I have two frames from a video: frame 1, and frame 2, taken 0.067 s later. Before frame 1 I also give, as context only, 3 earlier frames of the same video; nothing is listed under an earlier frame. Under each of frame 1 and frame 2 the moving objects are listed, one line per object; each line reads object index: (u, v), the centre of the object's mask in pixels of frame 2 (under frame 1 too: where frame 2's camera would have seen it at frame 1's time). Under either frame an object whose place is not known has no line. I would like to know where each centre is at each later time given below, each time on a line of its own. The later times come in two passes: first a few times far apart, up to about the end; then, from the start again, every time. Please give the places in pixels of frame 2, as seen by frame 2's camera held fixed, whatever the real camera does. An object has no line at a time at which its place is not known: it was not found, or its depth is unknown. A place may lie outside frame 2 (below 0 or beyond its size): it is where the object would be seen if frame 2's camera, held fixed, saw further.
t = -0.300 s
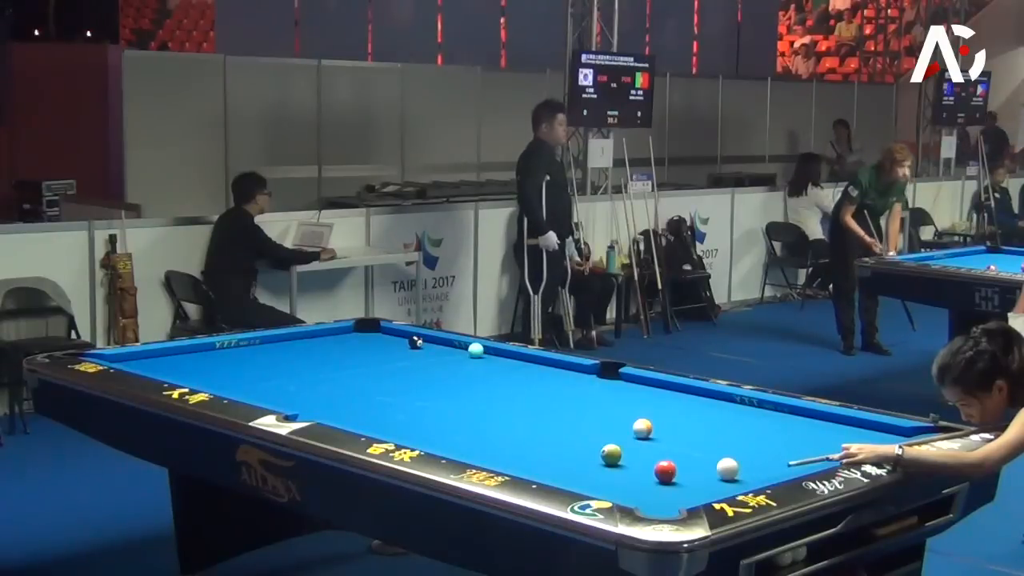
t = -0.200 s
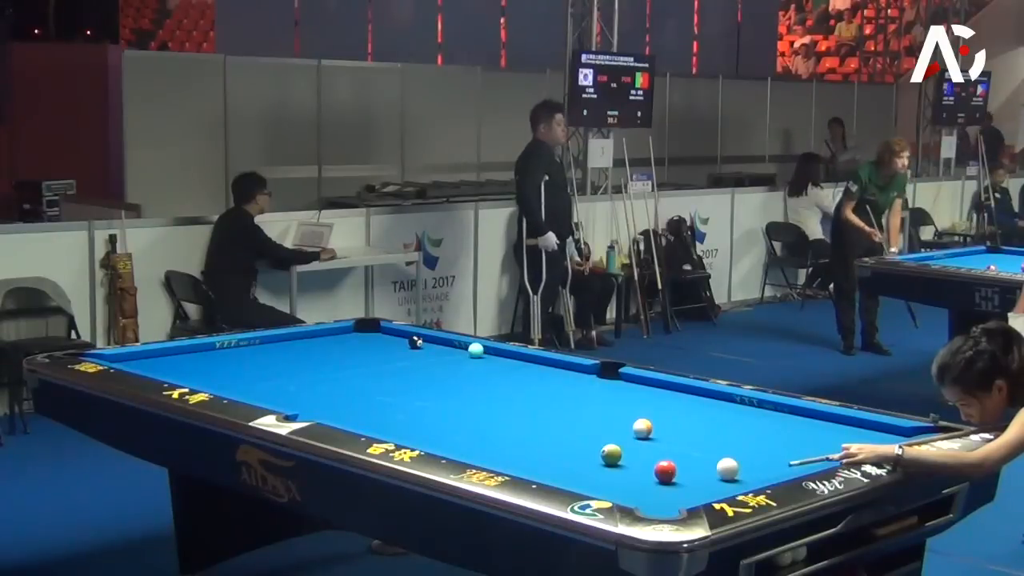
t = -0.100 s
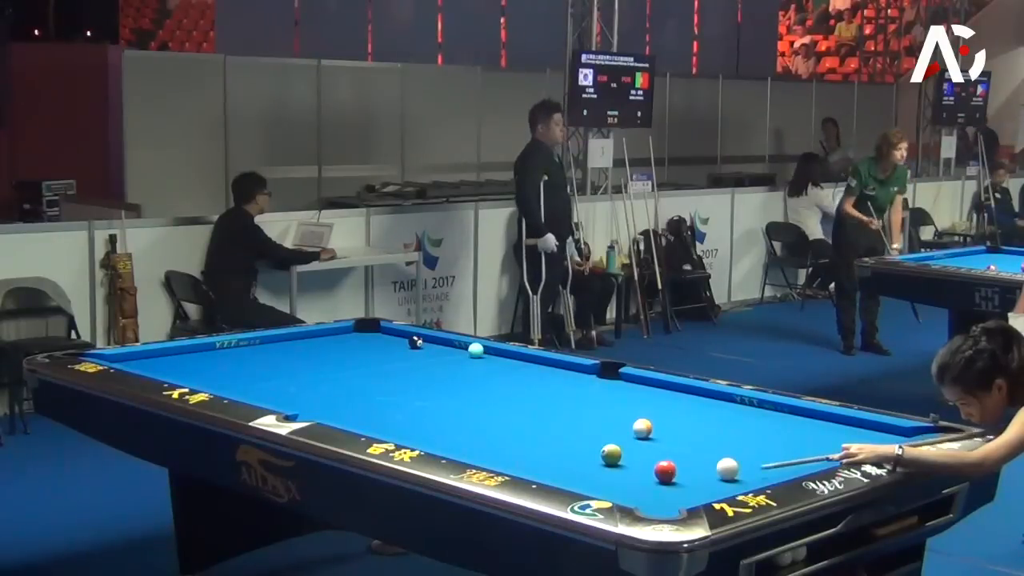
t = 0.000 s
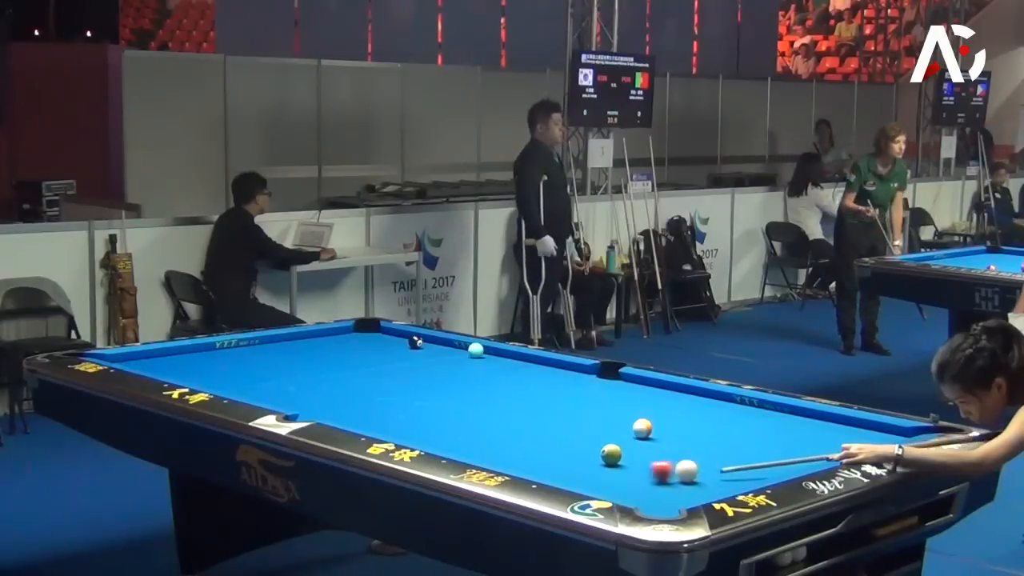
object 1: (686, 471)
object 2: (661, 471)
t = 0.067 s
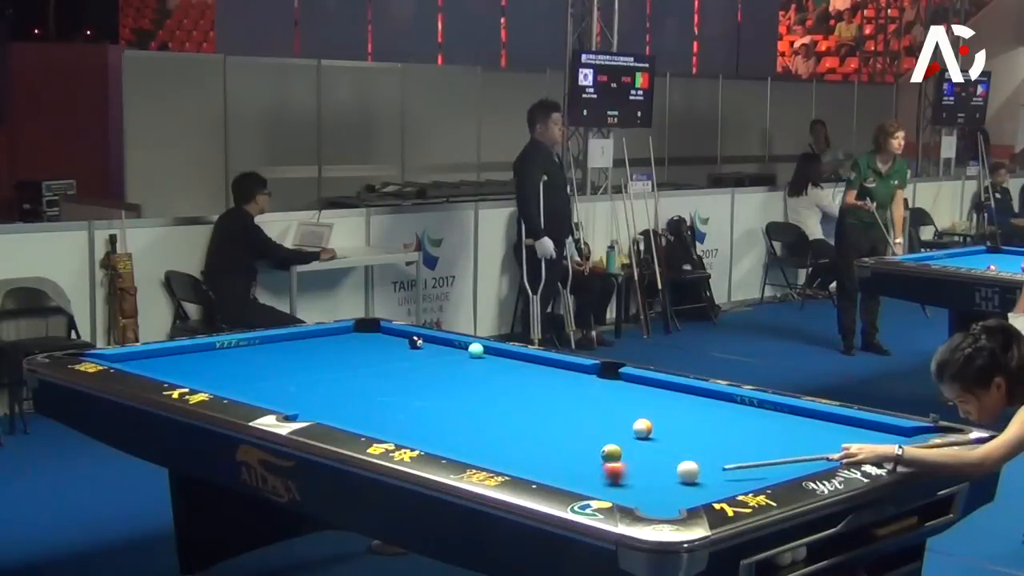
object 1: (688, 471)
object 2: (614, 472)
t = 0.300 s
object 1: (694, 473)
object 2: (538, 464)
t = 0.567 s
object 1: (701, 475)
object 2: (552, 445)
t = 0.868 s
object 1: (706, 476)
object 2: (564, 426)
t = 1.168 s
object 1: (711, 477)
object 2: (574, 409)
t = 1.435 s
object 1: (713, 478)
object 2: (583, 396)
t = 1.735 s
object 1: (714, 478)
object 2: (592, 384)
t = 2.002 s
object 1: (714, 478)
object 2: (599, 373)
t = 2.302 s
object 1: (713, 478)
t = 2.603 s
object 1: (714, 478)
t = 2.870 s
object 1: (714, 478)
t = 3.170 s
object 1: (714, 478)
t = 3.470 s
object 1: (714, 478)
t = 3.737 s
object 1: (714, 478)
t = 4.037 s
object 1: (714, 478)
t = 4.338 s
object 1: (714, 478)
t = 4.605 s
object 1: (714, 478)
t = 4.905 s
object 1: (714, 478)
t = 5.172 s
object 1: (714, 478)
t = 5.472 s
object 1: (714, 478)
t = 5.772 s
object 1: (714, 478)
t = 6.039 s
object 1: (714, 478)
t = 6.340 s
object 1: (714, 478)
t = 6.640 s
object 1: (714, 478)
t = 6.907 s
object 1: (714, 478)
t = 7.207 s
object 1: (714, 478)
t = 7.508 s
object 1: (714, 478)
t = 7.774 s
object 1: (714, 478)
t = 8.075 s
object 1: (714, 478)
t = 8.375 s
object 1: (714, 478)
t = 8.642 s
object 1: (714, 478)
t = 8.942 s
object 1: (714, 478)
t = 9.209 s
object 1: (714, 478)
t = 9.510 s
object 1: (714, 478)
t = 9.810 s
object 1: (714, 478)
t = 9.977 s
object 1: (714, 478)
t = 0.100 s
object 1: (689, 472)
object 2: (591, 473)
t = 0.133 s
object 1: (690, 472)
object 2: (569, 473)
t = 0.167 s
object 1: (691, 472)
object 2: (548, 471)
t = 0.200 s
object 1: (691, 472)
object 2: (529, 469)
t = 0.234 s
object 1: (692, 473)
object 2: (532, 468)
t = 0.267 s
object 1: (693, 473)
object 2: (535, 466)
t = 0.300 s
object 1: (694, 473)
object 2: (538, 464)
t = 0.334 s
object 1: (695, 473)
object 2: (541, 462)
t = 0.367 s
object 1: (696, 474)
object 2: (543, 459)
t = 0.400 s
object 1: (697, 474)
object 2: (545, 457)
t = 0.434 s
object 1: (698, 474)
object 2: (546, 454)
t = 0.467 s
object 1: (699, 474)
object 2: (548, 452)
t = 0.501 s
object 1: (699, 475)
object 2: (549, 450)
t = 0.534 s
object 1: (700, 475)
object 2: (551, 447)
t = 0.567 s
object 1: (701, 475)
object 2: (552, 445)
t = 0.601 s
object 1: (701, 475)
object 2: (553, 443)
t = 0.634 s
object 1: (702, 475)
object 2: (555, 440)
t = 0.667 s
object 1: (703, 475)
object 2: (556, 438)
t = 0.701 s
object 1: (703, 476)
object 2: (557, 436)
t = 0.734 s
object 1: (704, 476)
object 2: (559, 434)
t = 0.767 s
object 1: (705, 476)
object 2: (560, 432)
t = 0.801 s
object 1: (705, 476)
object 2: (561, 430)
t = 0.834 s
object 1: (706, 476)
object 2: (562, 428)
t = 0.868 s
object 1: (706, 476)
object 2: (564, 426)
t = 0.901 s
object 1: (707, 477)
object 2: (565, 424)
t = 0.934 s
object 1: (708, 477)
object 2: (566, 422)
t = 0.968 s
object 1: (708, 477)
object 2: (567, 420)
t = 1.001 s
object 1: (709, 477)
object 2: (569, 418)
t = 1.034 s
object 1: (709, 477)
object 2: (570, 416)
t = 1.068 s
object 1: (710, 477)
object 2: (571, 414)
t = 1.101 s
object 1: (710, 477)
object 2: (572, 413)
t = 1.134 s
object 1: (710, 477)
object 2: (573, 411)
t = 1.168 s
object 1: (711, 477)
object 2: (574, 409)
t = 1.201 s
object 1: (711, 477)
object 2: (576, 408)
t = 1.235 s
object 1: (711, 477)
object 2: (577, 406)
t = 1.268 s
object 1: (712, 477)
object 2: (578, 404)
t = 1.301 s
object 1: (712, 477)
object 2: (579, 402)
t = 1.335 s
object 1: (713, 478)
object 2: (580, 401)
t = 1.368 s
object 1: (713, 478)
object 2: (581, 399)
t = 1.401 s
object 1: (713, 478)
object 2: (582, 398)
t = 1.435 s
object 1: (713, 478)
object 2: (583, 396)
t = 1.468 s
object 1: (713, 478)
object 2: (584, 395)
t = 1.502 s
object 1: (713, 478)
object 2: (585, 393)
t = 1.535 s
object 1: (714, 478)
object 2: (586, 392)
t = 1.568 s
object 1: (714, 478)
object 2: (587, 390)
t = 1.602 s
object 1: (714, 478)
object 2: (588, 389)
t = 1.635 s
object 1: (714, 478)
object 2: (589, 388)
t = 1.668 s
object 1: (714, 478)
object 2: (590, 386)
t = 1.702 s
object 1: (714, 478)
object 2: (591, 385)
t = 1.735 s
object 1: (714, 478)
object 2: (592, 384)
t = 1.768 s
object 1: (714, 478)
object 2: (593, 382)
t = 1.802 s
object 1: (714, 478)
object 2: (594, 381)
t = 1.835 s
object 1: (714, 478)
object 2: (595, 380)
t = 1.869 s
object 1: (714, 478)
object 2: (596, 378)
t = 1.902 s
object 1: (714, 478)
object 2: (597, 377)
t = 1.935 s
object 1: (714, 478)
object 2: (597, 376)
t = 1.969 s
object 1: (714, 478)
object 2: (598, 375)
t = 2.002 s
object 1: (714, 478)
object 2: (599, 373)
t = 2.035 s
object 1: (714, 478)
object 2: (600, 372)
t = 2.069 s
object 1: (714, 478)
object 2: (601, 371)
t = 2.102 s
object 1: (714, 478)
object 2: (602, 370)
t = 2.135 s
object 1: (714, 478)
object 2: (602, 370)
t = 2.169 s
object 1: (714, 478)
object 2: (603, 372)
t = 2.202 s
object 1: (714, 478)
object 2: (605, 376)
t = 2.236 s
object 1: (714, 478)
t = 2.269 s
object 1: (714, 478)
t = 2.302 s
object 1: (713, 478)
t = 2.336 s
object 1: (714, 478)
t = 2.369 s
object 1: (714, 478)
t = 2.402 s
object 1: (714, 478)
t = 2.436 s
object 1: (714, 478)
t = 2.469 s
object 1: (714, 478)
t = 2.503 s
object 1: (714, 478)
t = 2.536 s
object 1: (714, 478)
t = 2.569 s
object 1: (714, 478)
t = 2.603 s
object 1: (714, 478)
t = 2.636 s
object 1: (714, 478)
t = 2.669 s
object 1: (714, 478)
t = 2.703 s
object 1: (714, 478)
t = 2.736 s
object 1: (714, 478)
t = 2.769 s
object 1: (714, 478)
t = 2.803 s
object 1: (714, 478)
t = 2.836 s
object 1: (713, 478)
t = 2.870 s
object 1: (714, 478)
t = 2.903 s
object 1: (714, 478)
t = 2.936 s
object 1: (714, 478)
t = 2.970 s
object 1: (714, 478)
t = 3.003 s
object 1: (714, 478)
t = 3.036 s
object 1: (714, 478)
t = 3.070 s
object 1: (714, 478)
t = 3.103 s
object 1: (714, 478)
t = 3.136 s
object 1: (714, 478)
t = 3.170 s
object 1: (714, 478)
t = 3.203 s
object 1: (714, 478)
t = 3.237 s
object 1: (714, 478)
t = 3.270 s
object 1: (714, 478)
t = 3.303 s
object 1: (714, 478)
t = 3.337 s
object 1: (714, 478)
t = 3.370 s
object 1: (714, 478)
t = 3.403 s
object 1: (713, 478)
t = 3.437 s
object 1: (714, 478)
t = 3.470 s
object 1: (714, 478)
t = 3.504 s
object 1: (714, 478)
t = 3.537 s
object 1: (714, 478)
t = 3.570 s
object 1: (714, 478)
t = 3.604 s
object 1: (714, 478)
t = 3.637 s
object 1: (714, 478)
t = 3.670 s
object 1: (714, 478)
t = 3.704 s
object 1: (714, 478)
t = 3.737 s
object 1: (714, 478)
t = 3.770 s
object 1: (714, 478)
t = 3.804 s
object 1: (714, 478)
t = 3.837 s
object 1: (714, 478)
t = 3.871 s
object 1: (713, 478)
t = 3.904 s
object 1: (714, 478)
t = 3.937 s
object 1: (714, 478)
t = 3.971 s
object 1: (714, 478)
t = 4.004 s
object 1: (714, 478)
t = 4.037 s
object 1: (714, 478)
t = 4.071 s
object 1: (714, 478)
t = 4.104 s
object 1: (713, 478)
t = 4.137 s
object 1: (714, 478)
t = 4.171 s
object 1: (713, 478)
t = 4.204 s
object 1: (714, 478)
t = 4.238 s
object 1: (714, 478)
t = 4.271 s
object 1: (713, 478)
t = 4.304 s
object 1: (713, 478)
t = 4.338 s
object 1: (714, 478)
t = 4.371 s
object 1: (714, 478)
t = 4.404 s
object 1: (714, 478)
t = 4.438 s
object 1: (713, 478)
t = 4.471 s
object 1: (714, 478)
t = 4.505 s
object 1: (714, 478)
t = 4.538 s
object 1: (714, 478)
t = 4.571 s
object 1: (714, 478)
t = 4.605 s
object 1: (714, 478)
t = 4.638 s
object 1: (714, 478)
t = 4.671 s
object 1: (714, 478)
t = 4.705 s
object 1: (714, 478)
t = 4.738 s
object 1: (714, 478)
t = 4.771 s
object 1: (714, 478)
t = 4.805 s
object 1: (714, 478)
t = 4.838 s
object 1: (714, 478)
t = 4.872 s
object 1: (714, 478)
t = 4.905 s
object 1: (714, 478)
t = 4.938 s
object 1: (714, 478)
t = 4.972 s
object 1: (714, 478)
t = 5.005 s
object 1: (714, 478)
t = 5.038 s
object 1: (714, 478)
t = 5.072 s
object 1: (714, 478)
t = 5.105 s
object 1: (714, 478)
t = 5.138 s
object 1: (714, 478)
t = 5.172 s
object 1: (714, 478)
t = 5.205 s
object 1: (714, 478)
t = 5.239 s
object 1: (714, 478)
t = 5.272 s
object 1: (714, 478)
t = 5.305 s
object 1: (714, 478)
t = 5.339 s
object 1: (714, 478)
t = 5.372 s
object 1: (714, 478)
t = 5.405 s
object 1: (714, 478)
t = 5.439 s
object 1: (714, 478)
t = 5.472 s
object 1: (714, 478)
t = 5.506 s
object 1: (714, 478)
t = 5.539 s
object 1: (714, 478)
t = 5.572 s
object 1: (714, 478)
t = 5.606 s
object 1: (714, 478)
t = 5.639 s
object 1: (714, 478)
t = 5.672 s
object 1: (714, 478)
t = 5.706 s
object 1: (714, 478)
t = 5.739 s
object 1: (714, 478)
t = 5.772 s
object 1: (714, 478)
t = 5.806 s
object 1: (714, 478)
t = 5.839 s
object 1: (714, 478)
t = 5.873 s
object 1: (714, 478)
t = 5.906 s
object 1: (714, 478)
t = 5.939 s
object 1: (714, 478)
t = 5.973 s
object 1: (714, 478)
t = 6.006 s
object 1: (714, 478)
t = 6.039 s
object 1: (714, 478)
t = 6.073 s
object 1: (714, 478)
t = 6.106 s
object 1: (714, 478)
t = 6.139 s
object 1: (714, 478)
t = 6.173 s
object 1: (714, 478)
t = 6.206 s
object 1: (714, 478)
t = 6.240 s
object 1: (714, 478)
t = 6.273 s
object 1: (714, 478)
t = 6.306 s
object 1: (714, 478)
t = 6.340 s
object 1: (714, 478)
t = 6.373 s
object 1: (714, 478)
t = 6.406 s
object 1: (714, 478)
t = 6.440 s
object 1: (714, 478)
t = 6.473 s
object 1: (714, 478)
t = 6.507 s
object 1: (714, 478)
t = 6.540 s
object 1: (714, 478)
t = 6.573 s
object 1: (714, 478)
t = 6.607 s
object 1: (714, 478)
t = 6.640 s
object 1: (714, 478)
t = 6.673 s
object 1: (714, 478)
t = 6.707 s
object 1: (714, 478)
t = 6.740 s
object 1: (714, 478)
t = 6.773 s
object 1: (714, 478)
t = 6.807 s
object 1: (714, 478)
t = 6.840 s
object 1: (714, 478)
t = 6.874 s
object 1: (714, 478)
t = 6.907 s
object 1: (714, 478)
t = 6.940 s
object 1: (714, 478)
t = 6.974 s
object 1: (713, 478)
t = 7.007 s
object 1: (713, 478)
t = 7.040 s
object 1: (714, 478)
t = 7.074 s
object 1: (714, 478)
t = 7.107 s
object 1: (713, 478)
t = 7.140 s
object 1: (714, 478)
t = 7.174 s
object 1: (714, 478)
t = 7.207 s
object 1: (714, 478)
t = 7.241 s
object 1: (714, 478)
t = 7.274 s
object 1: (713, 478)
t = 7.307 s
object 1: (713, 478)
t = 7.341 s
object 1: (713, 478)
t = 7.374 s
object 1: (714, 478)
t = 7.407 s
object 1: (714, 478)
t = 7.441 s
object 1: (714, 478)
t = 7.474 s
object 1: (714, 478)
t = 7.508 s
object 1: (714, 478)
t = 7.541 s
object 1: (714, 478)
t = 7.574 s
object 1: (714, 478)
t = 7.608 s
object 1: (714, 478)
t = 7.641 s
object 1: (714, 478)
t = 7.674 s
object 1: (714, 478)
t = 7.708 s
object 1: (714, 478)
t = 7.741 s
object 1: (714, 478)
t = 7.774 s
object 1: (714, 478)
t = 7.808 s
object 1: (714, 478)
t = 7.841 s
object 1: (714, 478)
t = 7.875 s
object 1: (714, 478)
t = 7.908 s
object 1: (714, 478)
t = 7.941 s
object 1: (714, 478)
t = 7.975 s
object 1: (714, 478)
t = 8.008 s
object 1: (714, 478)
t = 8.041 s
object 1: (714, 478)
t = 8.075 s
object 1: (714, 478)
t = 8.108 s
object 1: (714, 478)
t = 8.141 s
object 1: (714, 478)
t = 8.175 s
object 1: (714, 478)
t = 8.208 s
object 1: (714, 478)
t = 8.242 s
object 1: (714, 478)
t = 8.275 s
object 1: (714, 478)
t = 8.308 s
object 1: (714, 478)
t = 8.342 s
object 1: (714, 478)
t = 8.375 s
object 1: (714, 478)
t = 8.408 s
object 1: (714, 478)
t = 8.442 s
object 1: (714, 478)
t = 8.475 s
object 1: (714, 478)
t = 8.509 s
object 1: (714, 478)
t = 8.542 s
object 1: (714, 478)
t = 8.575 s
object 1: (714, 478)
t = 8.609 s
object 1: (714, 478)
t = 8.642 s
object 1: (714, 478)
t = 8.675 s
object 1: (714, 478)
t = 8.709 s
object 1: (714, 478)
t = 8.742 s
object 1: (714, 478)
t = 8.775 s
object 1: (714, 478)
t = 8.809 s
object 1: (714, 478)
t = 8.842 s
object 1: (714, 478)
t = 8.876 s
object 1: (714, 478)
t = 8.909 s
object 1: (714, 478)
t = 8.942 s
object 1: (714, 478)
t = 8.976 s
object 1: (714, 478)
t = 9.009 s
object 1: (714, 478)
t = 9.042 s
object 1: (714, 478)
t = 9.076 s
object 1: (714, 478)
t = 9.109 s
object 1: (714, 478)
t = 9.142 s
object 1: (714, 478)
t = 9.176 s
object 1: (714, 478)
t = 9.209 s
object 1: (714, 478)
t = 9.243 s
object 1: (714, 478)
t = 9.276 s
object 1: (714, 478)
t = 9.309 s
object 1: (714, 478)
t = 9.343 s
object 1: (714, 478)
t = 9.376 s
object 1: (714, 478)
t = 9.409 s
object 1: (714, 478)
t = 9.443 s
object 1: (714, 478)
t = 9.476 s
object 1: (714, 478)
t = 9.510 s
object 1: (714, 478)
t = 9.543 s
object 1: (714, 478)
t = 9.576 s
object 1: (714, 478)
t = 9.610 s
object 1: (714, 478)
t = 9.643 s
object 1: (714, 478)
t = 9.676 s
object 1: (714, 478)
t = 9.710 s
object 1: (714, 478)
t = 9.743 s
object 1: (714, 478)
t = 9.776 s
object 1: (714, 478)
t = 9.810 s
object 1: (714, 478)
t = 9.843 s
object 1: (714, 478)
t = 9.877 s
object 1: (714, 478)
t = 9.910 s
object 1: (714, 478)
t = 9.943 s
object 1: (714, 478)
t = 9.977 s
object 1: (714, 478)
